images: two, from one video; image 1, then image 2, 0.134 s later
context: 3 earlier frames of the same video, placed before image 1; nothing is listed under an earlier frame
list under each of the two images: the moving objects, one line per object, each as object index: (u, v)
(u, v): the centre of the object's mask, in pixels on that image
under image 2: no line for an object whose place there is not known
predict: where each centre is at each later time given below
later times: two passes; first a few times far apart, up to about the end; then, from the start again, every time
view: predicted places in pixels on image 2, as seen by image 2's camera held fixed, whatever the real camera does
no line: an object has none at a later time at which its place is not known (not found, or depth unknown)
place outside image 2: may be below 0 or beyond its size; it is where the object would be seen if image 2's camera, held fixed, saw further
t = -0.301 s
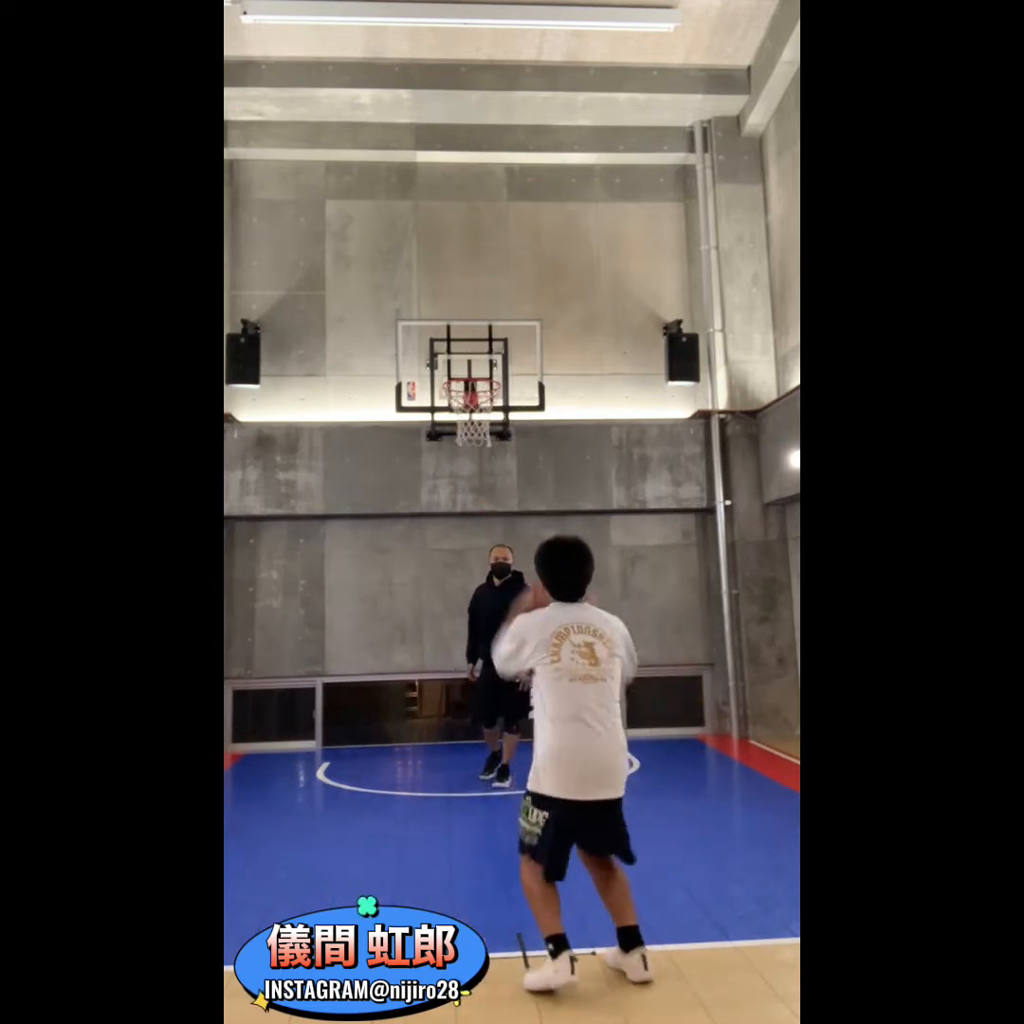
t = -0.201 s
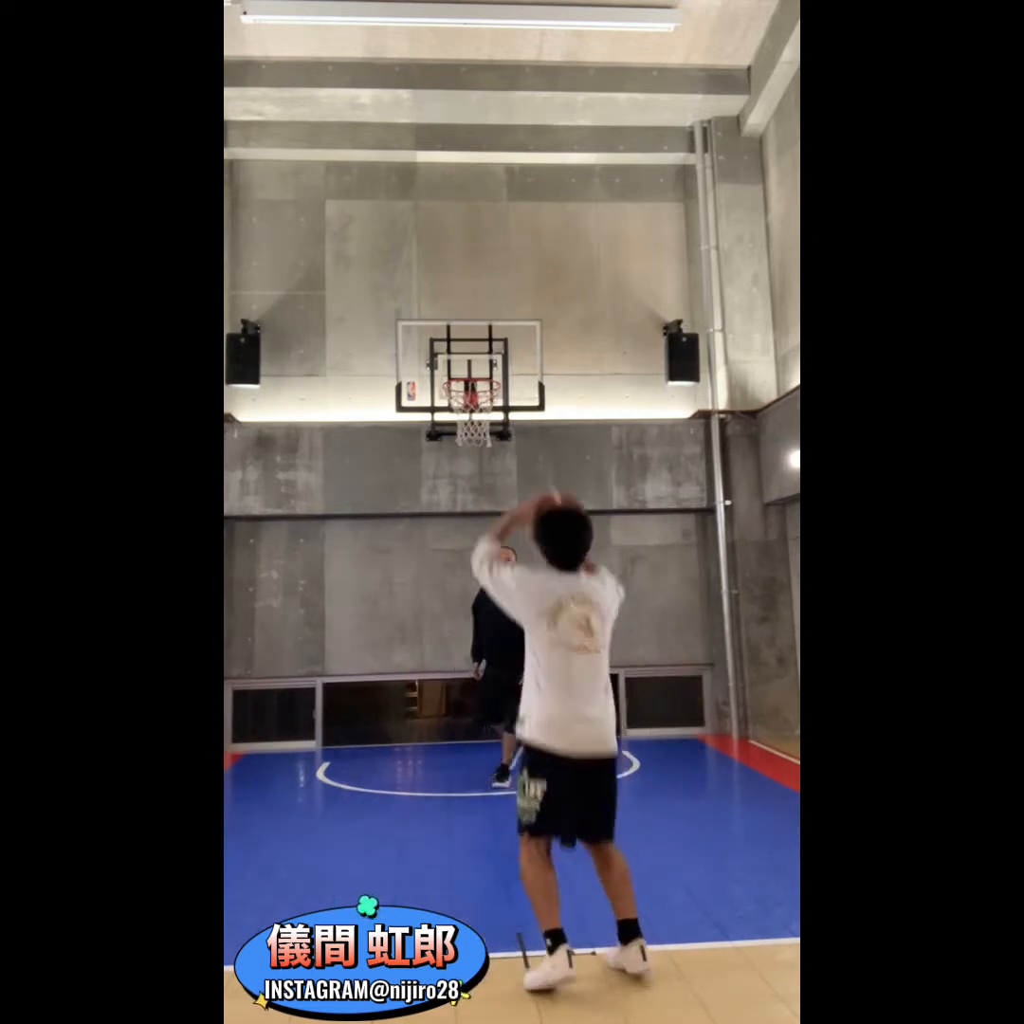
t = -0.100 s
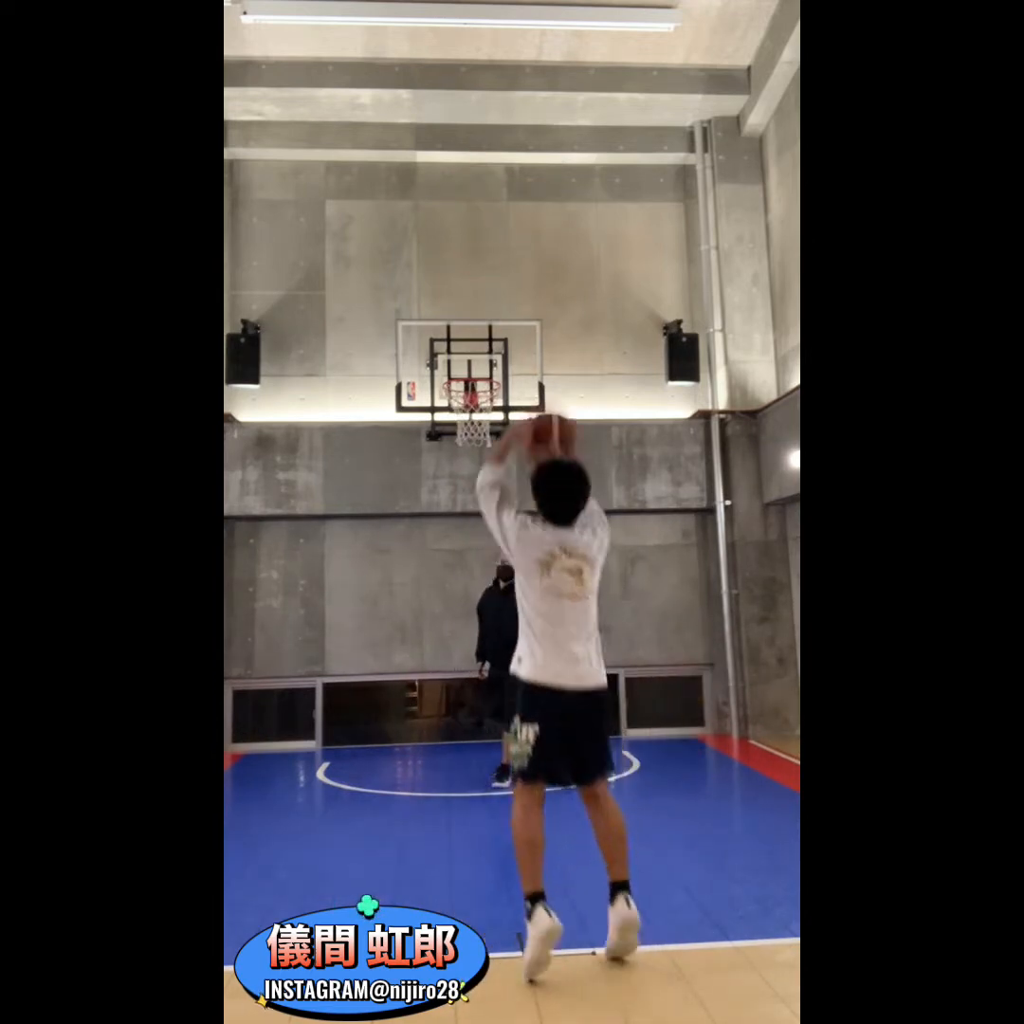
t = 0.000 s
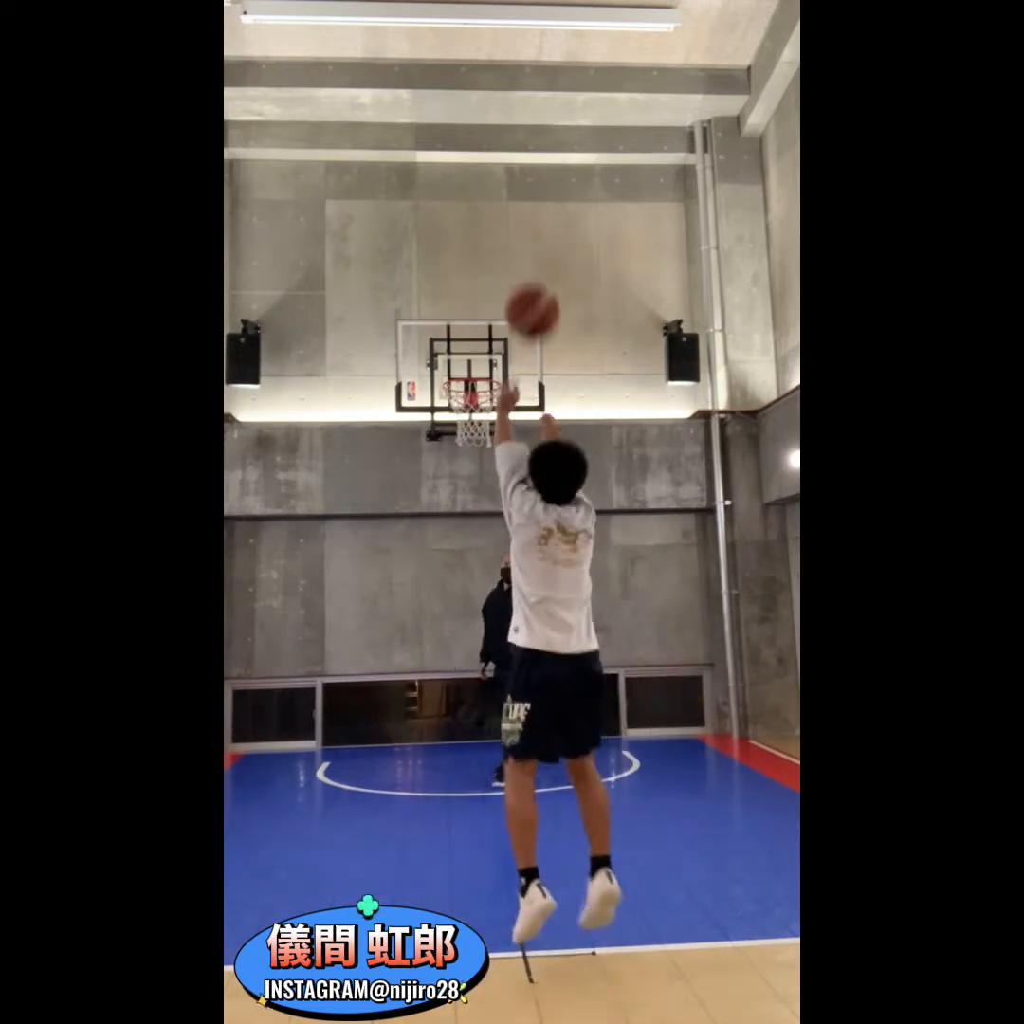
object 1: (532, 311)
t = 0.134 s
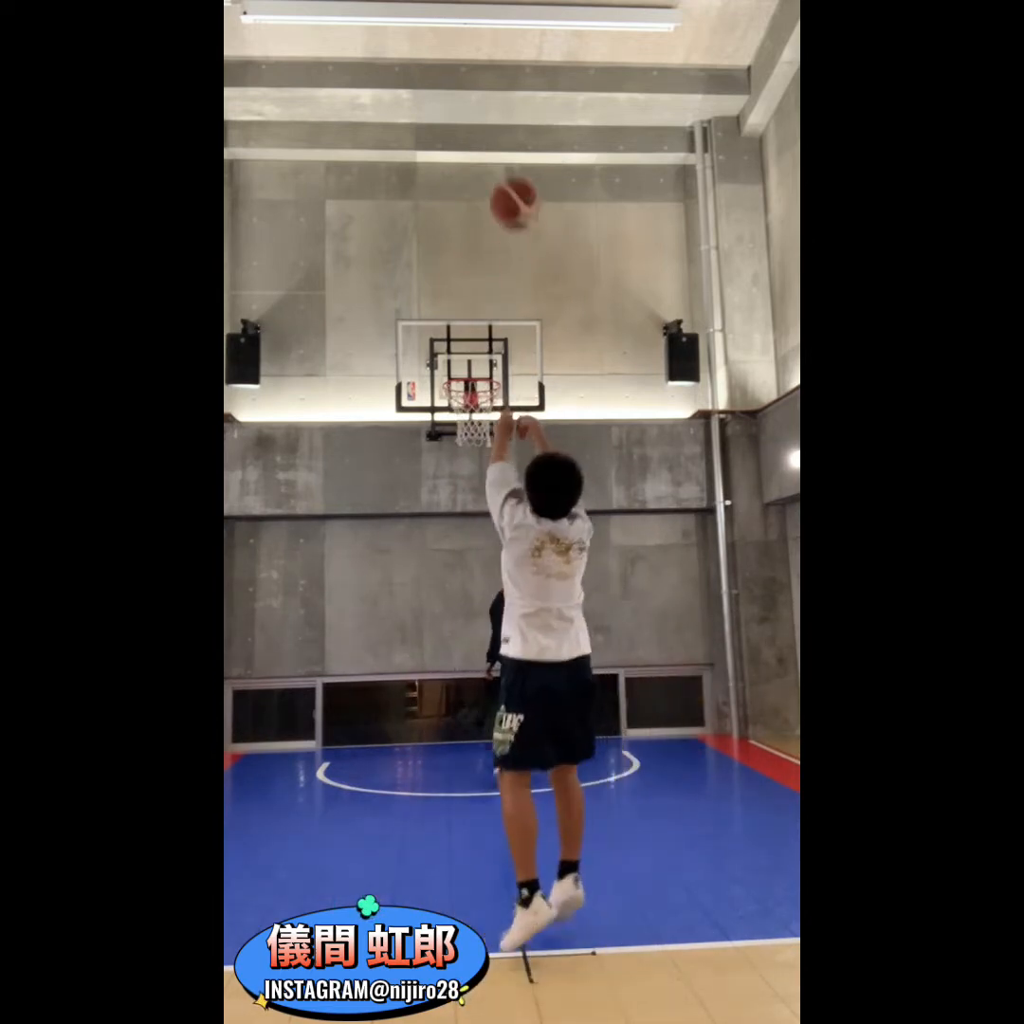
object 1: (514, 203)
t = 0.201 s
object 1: (507, 170)
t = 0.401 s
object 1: (492, 132)
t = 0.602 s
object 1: (482, 158)
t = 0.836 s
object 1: (474, 246)
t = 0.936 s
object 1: (472, 297)
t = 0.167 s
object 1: (510, 185)
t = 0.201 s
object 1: (507, 170)
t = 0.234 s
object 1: (504, 159)
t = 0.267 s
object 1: (502, 149)
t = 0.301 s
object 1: (500, 141)
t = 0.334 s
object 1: (497, 136)
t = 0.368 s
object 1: (495, 133)
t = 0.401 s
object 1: (492, 132)
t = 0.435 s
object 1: (491, 133)
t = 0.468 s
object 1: (489, 135)
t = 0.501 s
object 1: (487, 139)
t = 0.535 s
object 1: (484, 145)
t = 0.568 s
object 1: (483, 151)
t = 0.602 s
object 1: (482, 158)
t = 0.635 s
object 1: (480, 166)
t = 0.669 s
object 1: (479, 178)
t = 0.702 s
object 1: (477, 189)
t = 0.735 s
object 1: (477, 203)
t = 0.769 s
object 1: (475, 216)
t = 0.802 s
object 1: (475, 231)
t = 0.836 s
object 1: (474, 246)
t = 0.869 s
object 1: (473, 261)
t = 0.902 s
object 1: (473, 278)
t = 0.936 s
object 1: (472, 297)
